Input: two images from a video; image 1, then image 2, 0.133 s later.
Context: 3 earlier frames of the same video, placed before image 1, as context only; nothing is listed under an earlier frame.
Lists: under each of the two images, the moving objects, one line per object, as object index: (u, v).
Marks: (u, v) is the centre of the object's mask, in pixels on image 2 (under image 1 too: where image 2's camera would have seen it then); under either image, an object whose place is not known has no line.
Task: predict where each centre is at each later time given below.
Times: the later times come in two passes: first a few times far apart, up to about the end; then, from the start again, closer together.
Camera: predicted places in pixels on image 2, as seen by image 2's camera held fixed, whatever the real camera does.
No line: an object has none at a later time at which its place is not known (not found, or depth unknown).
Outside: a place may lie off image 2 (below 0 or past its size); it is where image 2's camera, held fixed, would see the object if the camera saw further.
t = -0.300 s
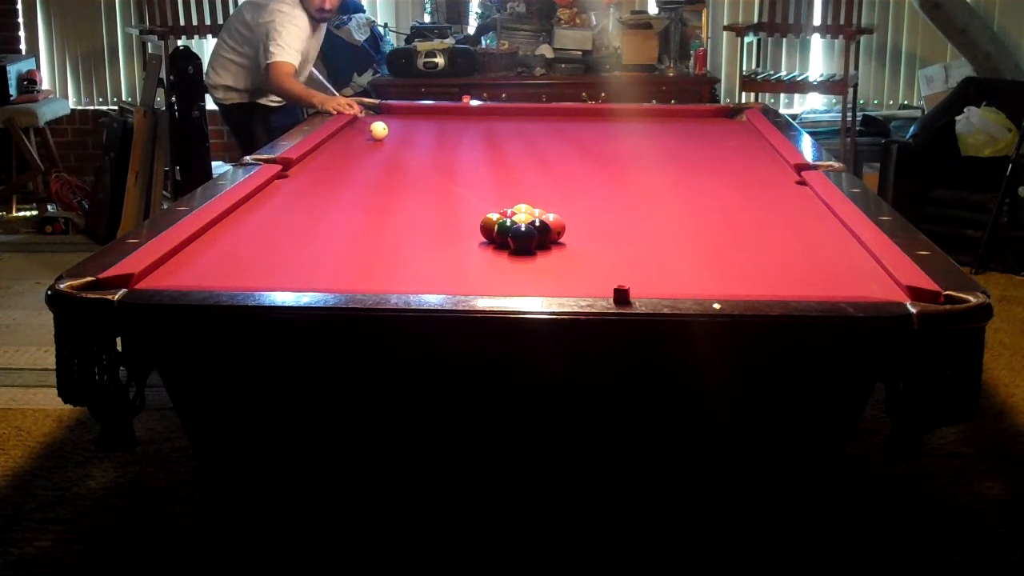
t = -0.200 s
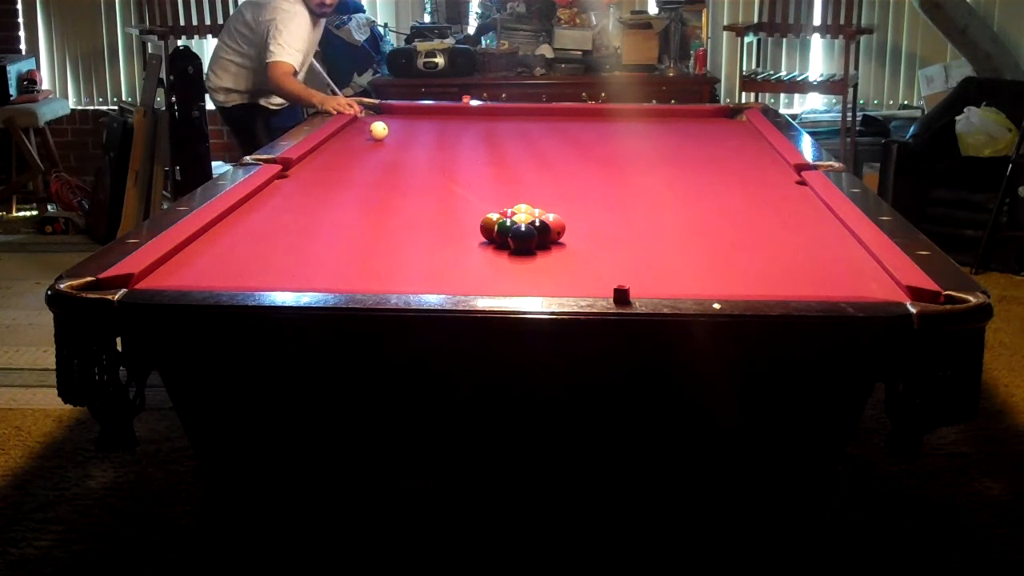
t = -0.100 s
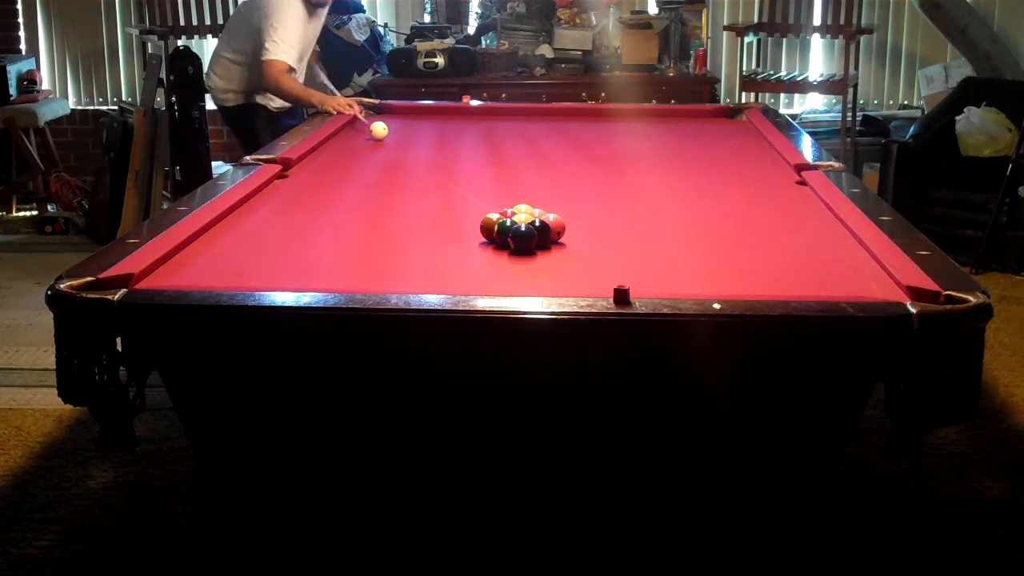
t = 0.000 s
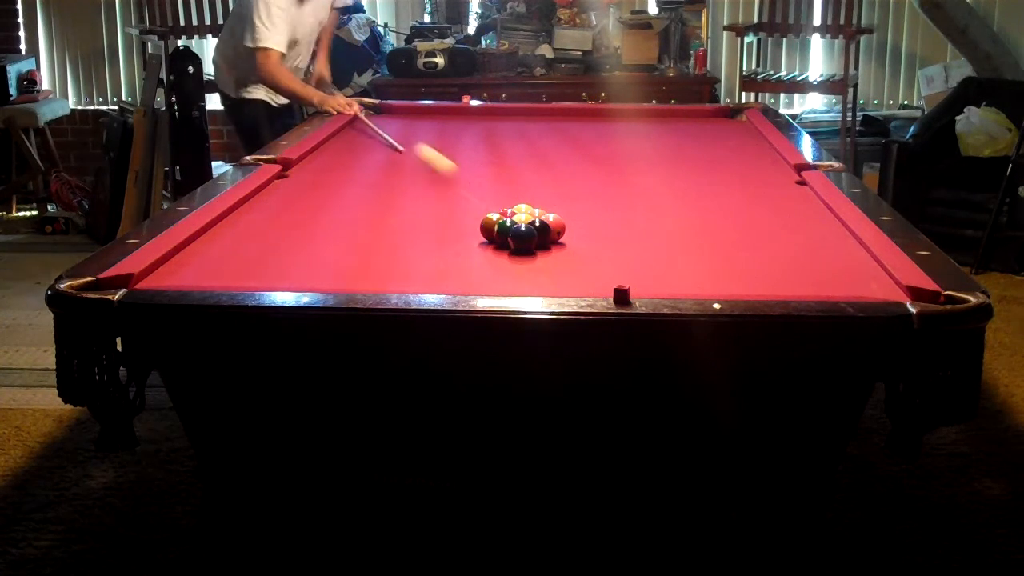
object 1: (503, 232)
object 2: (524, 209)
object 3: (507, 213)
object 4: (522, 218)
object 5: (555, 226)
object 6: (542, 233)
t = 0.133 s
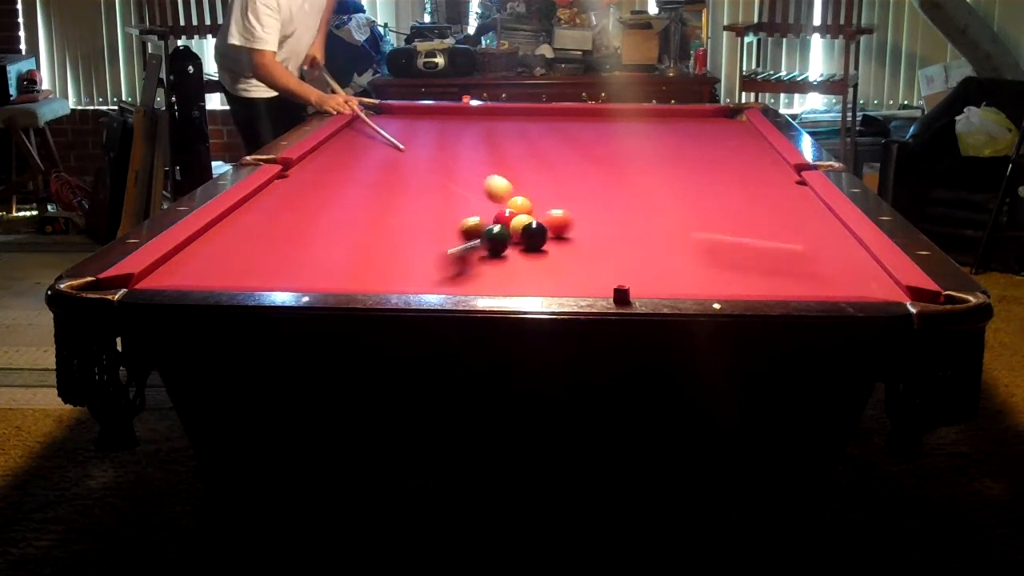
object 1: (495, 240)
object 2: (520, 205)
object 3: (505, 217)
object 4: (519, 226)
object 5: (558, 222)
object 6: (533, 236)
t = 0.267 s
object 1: (473, 254)
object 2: (508, 205)
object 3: (503, 221)
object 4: (524, 223)
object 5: (593, 223)
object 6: (527, 240)
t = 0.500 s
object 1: (430, 276)
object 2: (487, 205)
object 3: (501, 222)
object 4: (532, 231)
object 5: (655, 224)
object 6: (517, 247)
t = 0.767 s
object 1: (400, 274)
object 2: (469, 200)
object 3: (499, 221)
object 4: (533, 237)
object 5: (722, 225)
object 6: (505, 254)
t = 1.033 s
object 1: (384, 260)
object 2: (452, 194)
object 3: (498, 221)
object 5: (787, 226)
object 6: (493, 262)
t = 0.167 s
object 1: (490, 243)
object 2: (519, 206)
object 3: (504, 220)
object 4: (519, 224)
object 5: (567, 223)
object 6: (532, 237)
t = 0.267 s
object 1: (473, 254)
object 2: (508, 205)
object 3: (503, 221)
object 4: (524, 223)
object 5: (593, 223)
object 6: (527, 240)
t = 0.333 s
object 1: (461, 261)
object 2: (501, 205)
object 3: (502, 221)
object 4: (528, 225)
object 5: (611, 224)
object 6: (525, 242)
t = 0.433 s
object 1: (443, 271)
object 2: (492, 204)
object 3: (501, 221)
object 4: (531, 229)
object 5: (637, 224)
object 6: (520, 244)
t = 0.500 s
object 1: (430, 276)
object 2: (487, 205)
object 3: (501, 222)
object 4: (532, 231)
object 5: (655, 224)
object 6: (517, 247)
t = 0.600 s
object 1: (411, 280)
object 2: (481, 203)
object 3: (500, 221)
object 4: (531, 233)
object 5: (680, 225)
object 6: (512, 249)
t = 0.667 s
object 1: (407, 278)
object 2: (476, 202)
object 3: (500, 222)
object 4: (532, 235)
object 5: (697, 225)
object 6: (509, 252)
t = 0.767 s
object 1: (400, 274)
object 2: (469, 200)
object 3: (499, 221)
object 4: (533, 237)
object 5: (722, 225)
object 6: (505, 254)
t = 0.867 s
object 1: (394, 269)
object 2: (462, 194)
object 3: (499, 221)
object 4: (534, 238)
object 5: (747, 225)
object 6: (501, 258)
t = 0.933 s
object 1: (390, 266)
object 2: (458, 196)
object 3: (499, 221)
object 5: (763, 226)
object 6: (498, 260)
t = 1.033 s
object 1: (384, 260)
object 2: (452, 194)
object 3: (498, 221)
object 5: (787, 226)
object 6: (493, 262)
